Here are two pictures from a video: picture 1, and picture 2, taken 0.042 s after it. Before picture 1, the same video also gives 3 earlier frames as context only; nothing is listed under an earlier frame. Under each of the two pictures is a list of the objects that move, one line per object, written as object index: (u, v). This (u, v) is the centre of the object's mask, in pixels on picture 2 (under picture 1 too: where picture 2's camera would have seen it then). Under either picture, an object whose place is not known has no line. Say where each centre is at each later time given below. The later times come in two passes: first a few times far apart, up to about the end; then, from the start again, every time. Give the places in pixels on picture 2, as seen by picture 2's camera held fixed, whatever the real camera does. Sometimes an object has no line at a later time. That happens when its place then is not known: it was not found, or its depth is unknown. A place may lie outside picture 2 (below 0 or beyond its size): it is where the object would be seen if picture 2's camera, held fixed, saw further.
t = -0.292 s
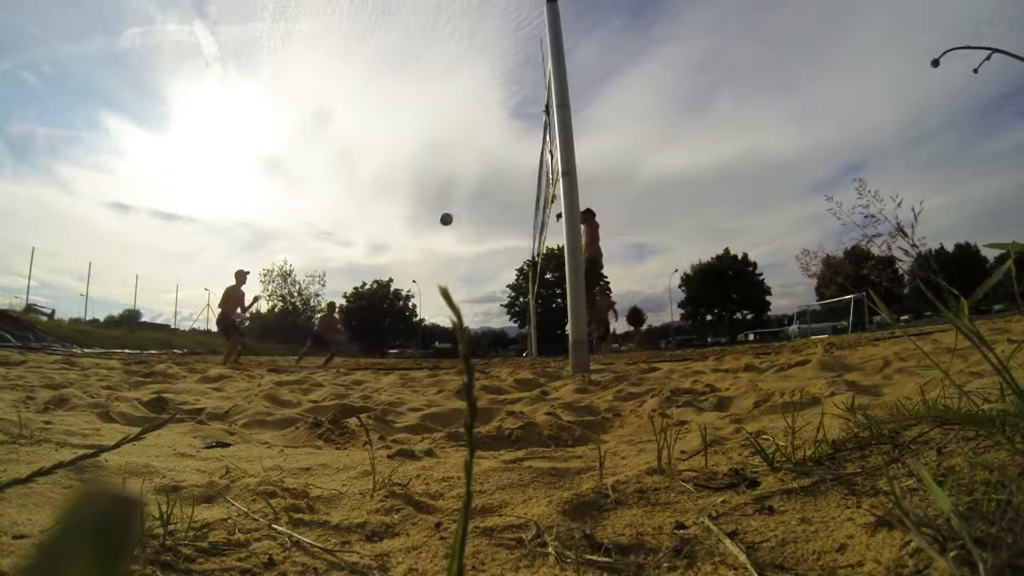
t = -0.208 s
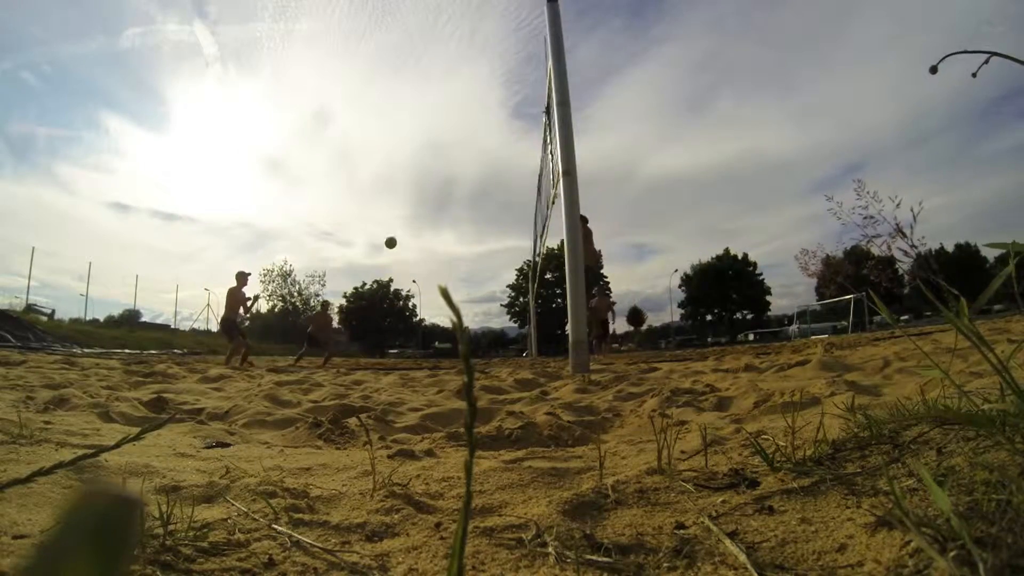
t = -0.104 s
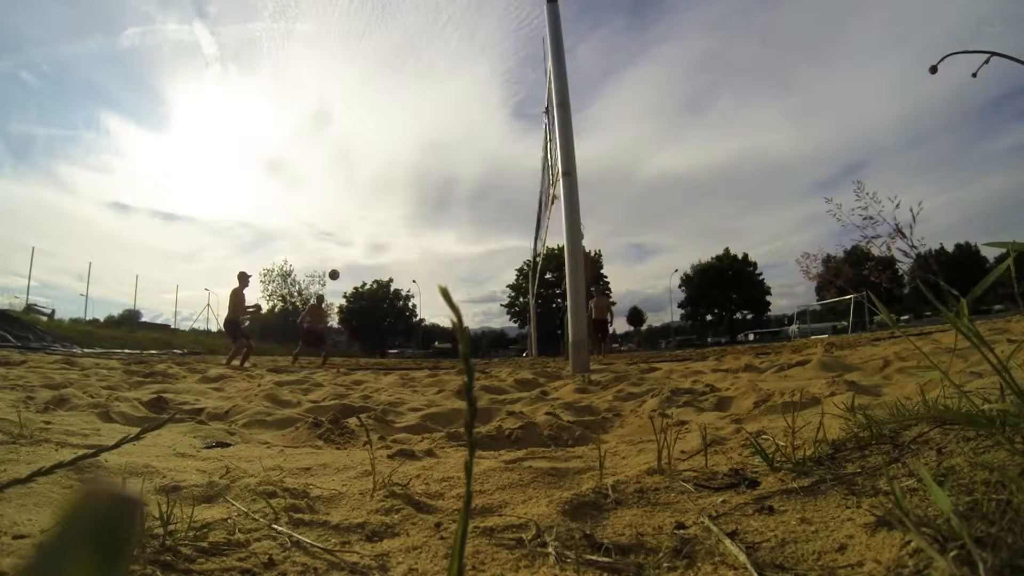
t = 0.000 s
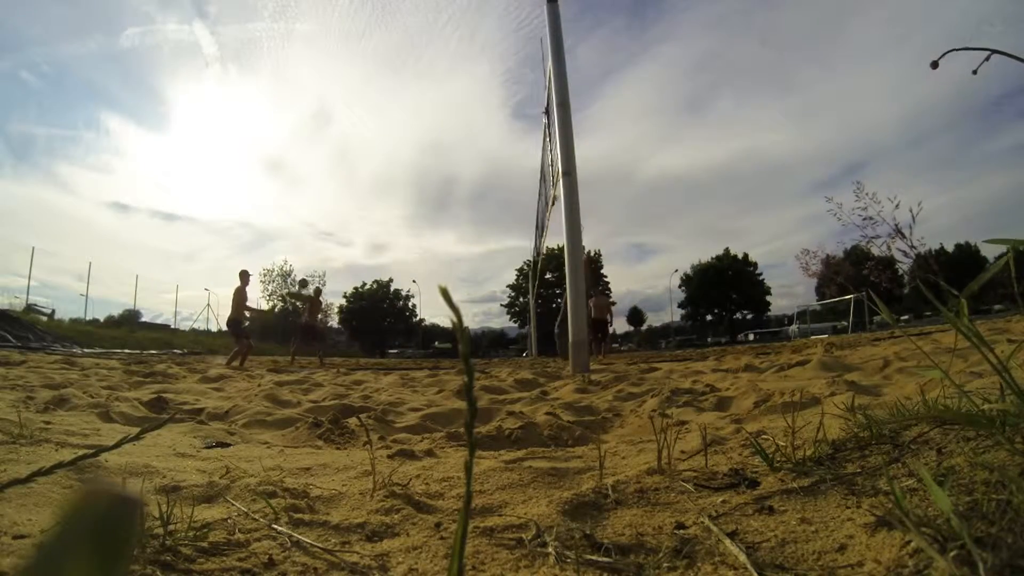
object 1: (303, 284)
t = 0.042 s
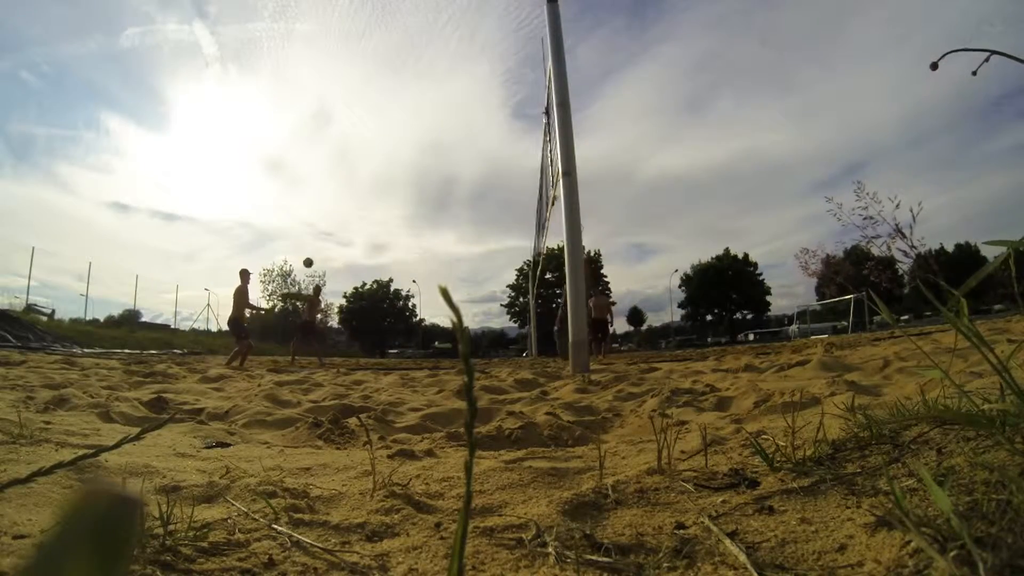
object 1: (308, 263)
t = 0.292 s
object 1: (337, 162)
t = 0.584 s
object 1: (367, 92)
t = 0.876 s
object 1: (389, 61)
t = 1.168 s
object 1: (406, 64)
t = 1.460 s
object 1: (417, 102)
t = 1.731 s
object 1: (424, 181)
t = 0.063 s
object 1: (310, 253)
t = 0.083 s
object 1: (313, 243)
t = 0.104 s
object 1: (315, 234)
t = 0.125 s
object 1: (318, 225)
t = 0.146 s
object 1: (320, 216)
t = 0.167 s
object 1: (323, 207)
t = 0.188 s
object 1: (325, 199)
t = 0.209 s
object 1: (328, 191)
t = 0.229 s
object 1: (330, 184)
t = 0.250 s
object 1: (332, 176)
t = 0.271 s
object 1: (335, 169)
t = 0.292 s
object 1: (337, 162)
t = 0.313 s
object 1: (339, 155)
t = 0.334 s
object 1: (342, 149)
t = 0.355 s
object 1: (344, 143)
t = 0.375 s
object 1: (346, 137)
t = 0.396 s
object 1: (349, 131)
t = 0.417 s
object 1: (351, 126)
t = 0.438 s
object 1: (353, 121)
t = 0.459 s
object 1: (355, 116)
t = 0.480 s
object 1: (357, 112)
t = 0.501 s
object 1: (359, 108)
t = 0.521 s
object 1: (361, 103)
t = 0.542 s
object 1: (363, 99)
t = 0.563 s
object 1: (365, 95)
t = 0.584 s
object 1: (367, 92)
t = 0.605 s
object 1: (369, 88)
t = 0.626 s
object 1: (371, 85)
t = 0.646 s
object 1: (373, 82)
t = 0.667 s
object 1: (374, 79)
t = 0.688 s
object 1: (376, 76)
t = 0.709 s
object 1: (378, 74)
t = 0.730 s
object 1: (379, 72)
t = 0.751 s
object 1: (381, 70)
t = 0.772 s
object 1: (382, 68)
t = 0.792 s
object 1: (384, 66)
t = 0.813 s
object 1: (385, 65)
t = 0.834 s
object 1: (387, 64)
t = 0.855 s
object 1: (388, 62)
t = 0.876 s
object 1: (389, 61)
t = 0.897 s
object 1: (391, 60)
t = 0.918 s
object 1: (392, 60)
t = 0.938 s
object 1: (393, 59)
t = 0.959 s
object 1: (395, 59)
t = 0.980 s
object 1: (396, 58)
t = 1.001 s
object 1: (397, 58)
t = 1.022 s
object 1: (398, 58)
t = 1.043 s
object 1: (399, 59)
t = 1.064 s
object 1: (400, 59)
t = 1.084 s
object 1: (402, 60)
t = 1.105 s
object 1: (403, 60)
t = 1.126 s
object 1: (404, 61)
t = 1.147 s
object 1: (405, 62)
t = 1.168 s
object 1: (406, 64)
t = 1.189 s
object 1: (406, 65)
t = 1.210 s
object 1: (408, 67)
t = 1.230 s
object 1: (408, 69)
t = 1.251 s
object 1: (409, 71)
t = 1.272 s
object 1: (410, 73)
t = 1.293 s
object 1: (411, 75)
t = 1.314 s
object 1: (412, 78)
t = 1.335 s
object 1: (413, 80)
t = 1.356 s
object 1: (413, 83)
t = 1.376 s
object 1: (414, 87)
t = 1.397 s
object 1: (415, 90)
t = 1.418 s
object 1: (416, 94)
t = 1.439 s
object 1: (416, 98)
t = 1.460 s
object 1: (417, 102)
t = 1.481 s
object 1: (418, 106)
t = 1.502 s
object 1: (418, 111)
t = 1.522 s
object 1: (419, 116)
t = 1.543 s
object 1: (419, 120)
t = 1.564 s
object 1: (420, 126)
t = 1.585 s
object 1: (420, 132)
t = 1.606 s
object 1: (421, 138)
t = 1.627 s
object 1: (421, 144)
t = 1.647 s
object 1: (422, 151)
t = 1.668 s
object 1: (422, 158)
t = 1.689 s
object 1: (423, 165)
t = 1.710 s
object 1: (423, 173)
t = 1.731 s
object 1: (424, 181)
